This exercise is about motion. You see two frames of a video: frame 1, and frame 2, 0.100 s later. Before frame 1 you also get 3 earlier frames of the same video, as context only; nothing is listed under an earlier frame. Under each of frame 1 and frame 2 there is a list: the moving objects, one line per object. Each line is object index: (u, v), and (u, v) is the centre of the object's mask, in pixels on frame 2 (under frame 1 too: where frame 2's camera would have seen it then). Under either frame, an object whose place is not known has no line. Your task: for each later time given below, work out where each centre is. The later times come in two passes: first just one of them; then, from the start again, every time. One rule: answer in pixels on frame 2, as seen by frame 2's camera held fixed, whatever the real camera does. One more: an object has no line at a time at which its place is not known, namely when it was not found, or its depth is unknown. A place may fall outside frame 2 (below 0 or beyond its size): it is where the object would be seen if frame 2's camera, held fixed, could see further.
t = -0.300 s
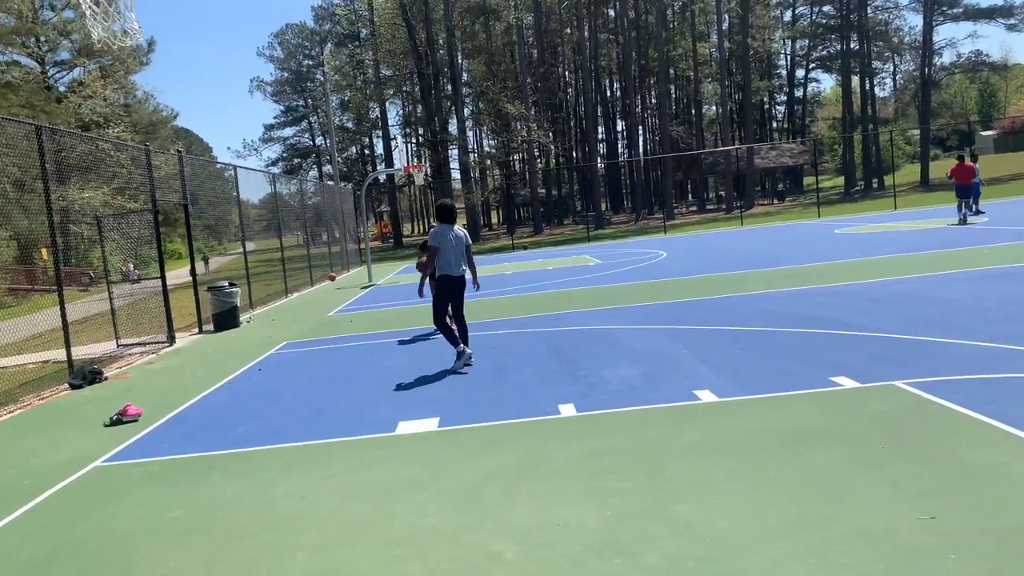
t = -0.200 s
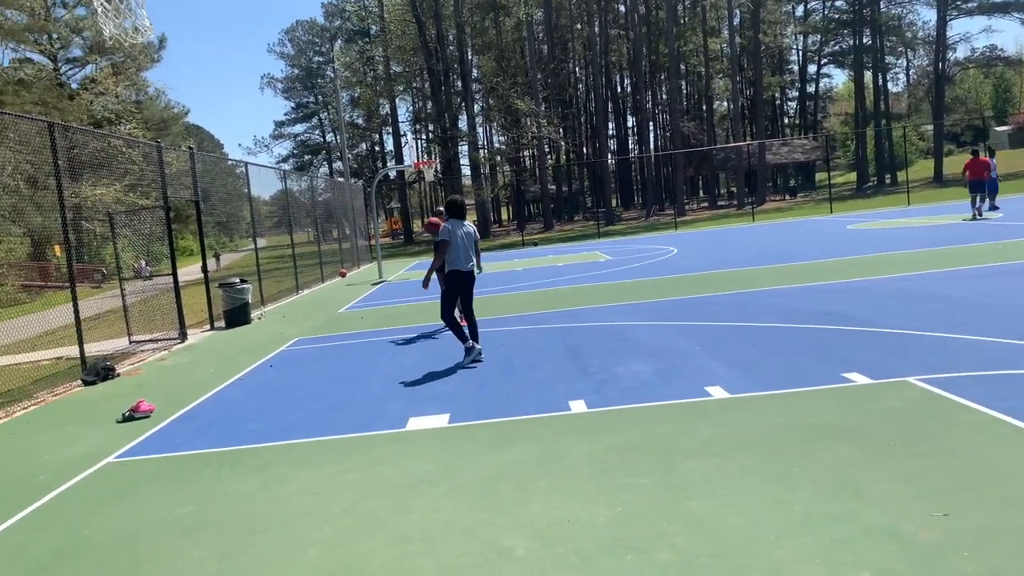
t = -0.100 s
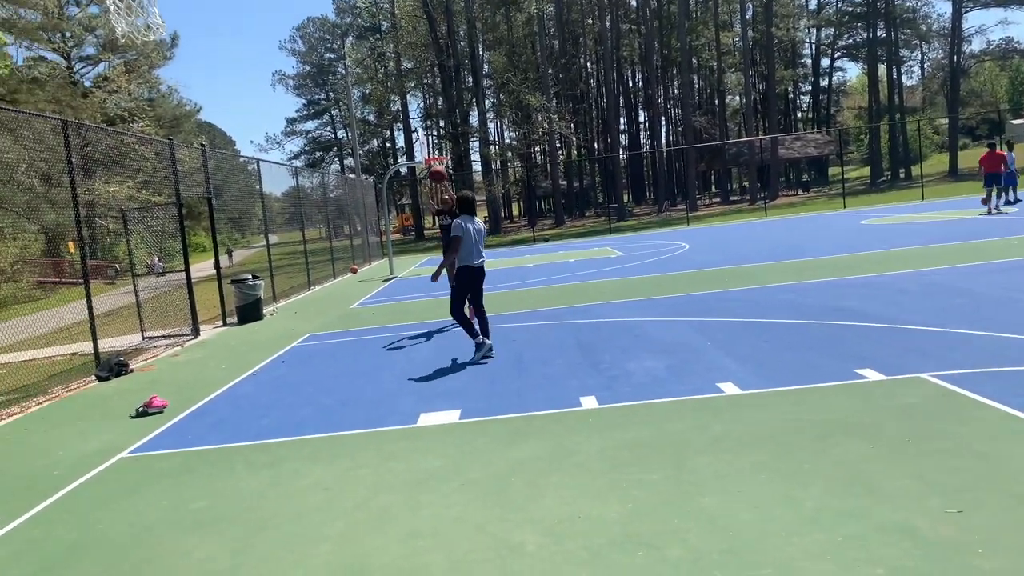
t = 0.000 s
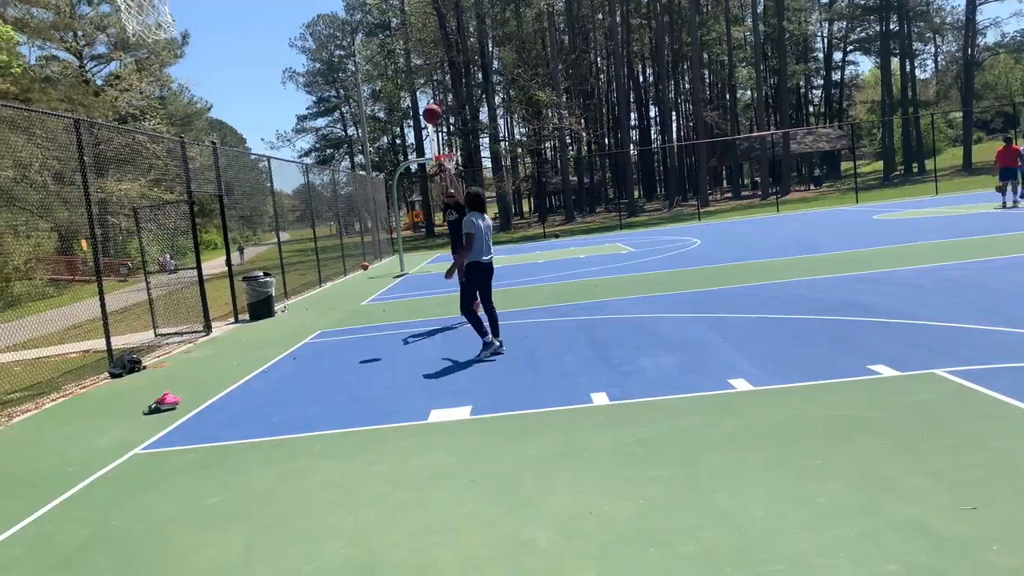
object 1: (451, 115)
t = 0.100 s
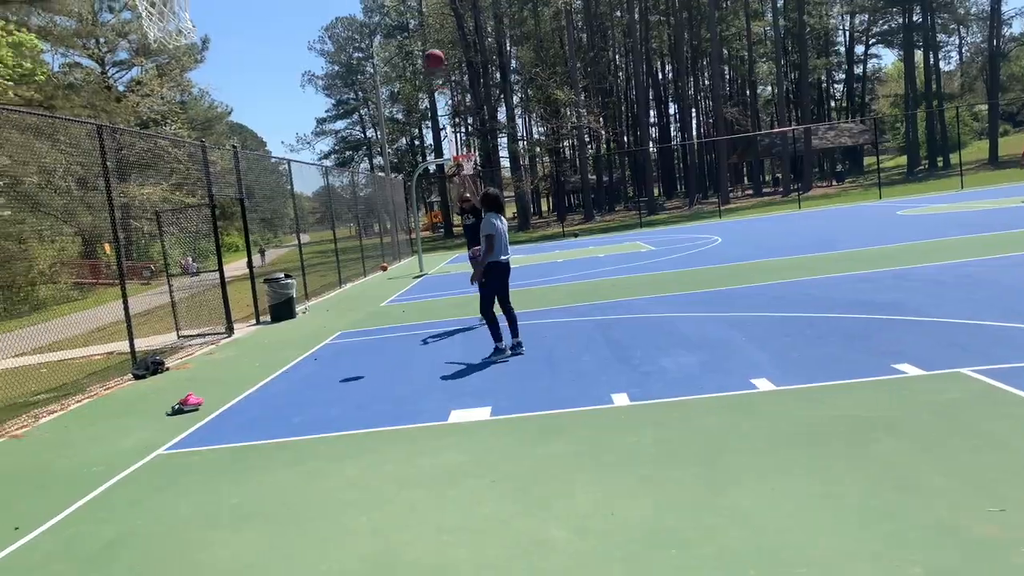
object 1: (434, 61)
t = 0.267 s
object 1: (405, -26)
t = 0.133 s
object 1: (429, 41)
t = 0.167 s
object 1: (423, 24)
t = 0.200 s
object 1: (417, 7)
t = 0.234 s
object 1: (411, -9)
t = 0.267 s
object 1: (405, -26)
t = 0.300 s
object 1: (398, -42)
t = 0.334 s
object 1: (393, -57)
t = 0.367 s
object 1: (387, -72)
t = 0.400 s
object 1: (378, -86)
